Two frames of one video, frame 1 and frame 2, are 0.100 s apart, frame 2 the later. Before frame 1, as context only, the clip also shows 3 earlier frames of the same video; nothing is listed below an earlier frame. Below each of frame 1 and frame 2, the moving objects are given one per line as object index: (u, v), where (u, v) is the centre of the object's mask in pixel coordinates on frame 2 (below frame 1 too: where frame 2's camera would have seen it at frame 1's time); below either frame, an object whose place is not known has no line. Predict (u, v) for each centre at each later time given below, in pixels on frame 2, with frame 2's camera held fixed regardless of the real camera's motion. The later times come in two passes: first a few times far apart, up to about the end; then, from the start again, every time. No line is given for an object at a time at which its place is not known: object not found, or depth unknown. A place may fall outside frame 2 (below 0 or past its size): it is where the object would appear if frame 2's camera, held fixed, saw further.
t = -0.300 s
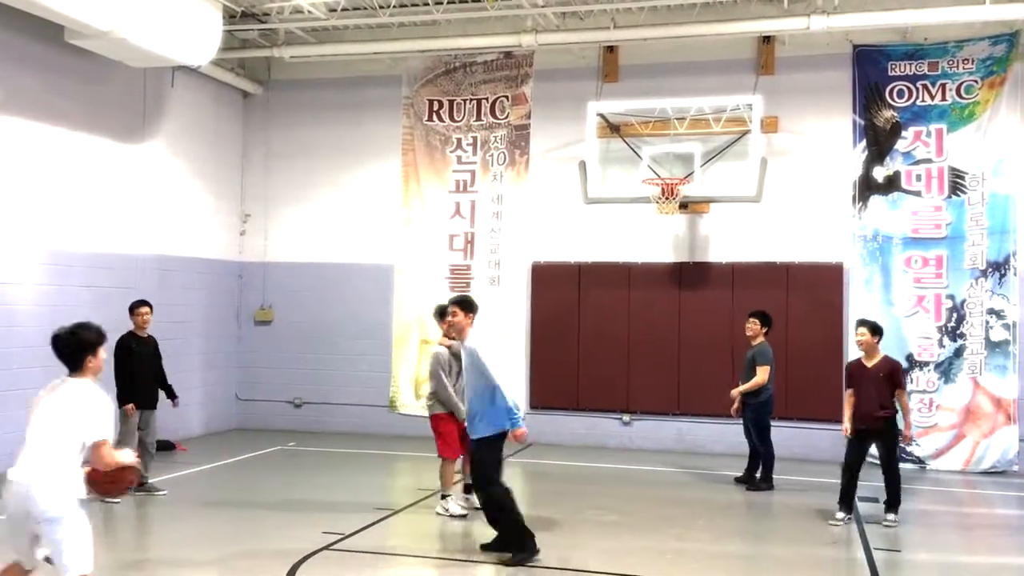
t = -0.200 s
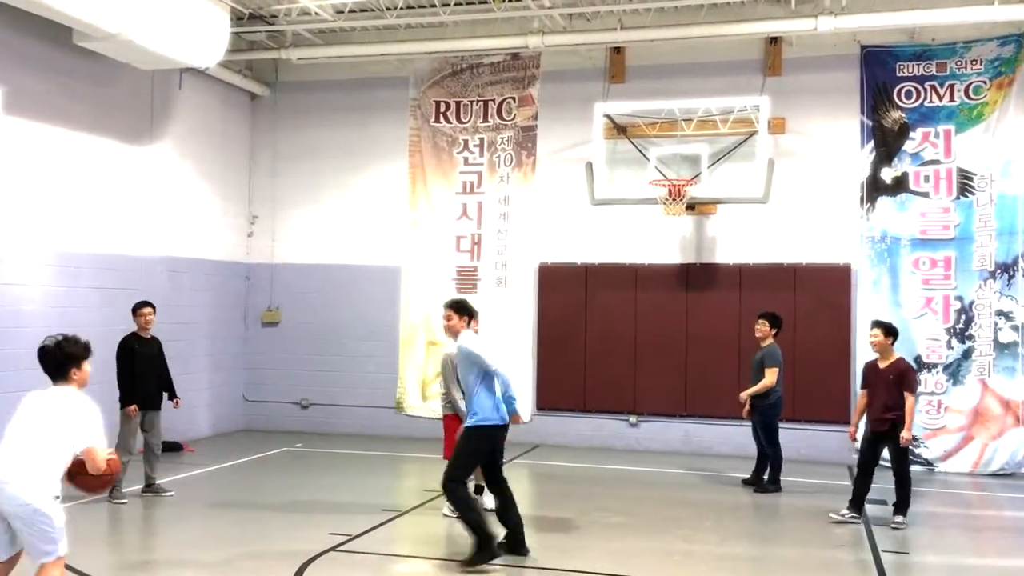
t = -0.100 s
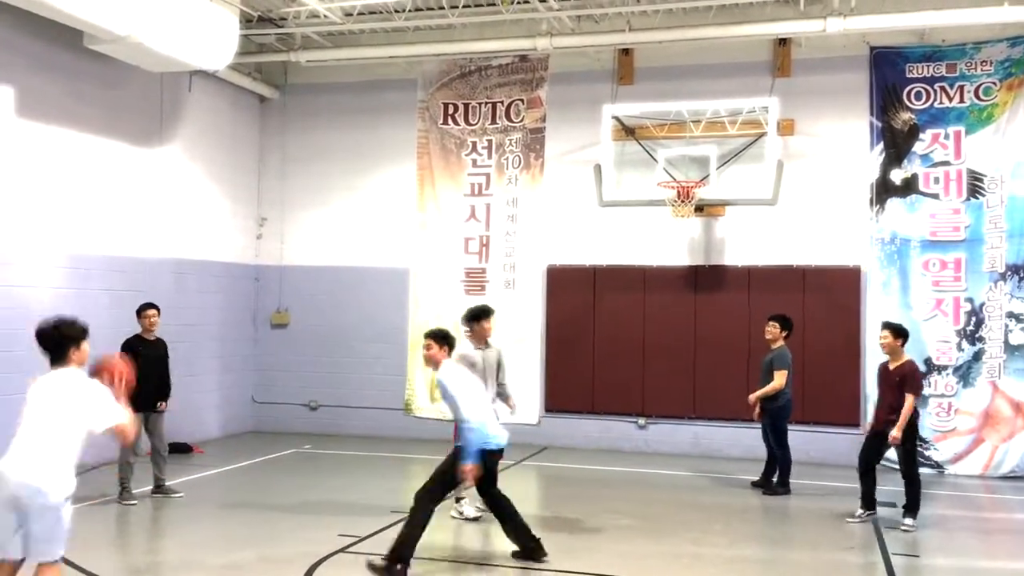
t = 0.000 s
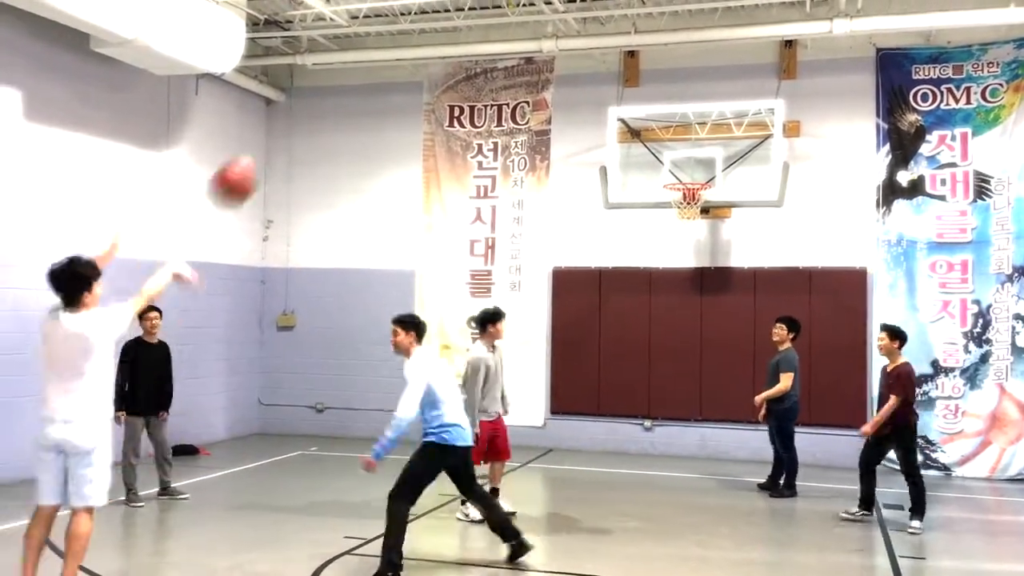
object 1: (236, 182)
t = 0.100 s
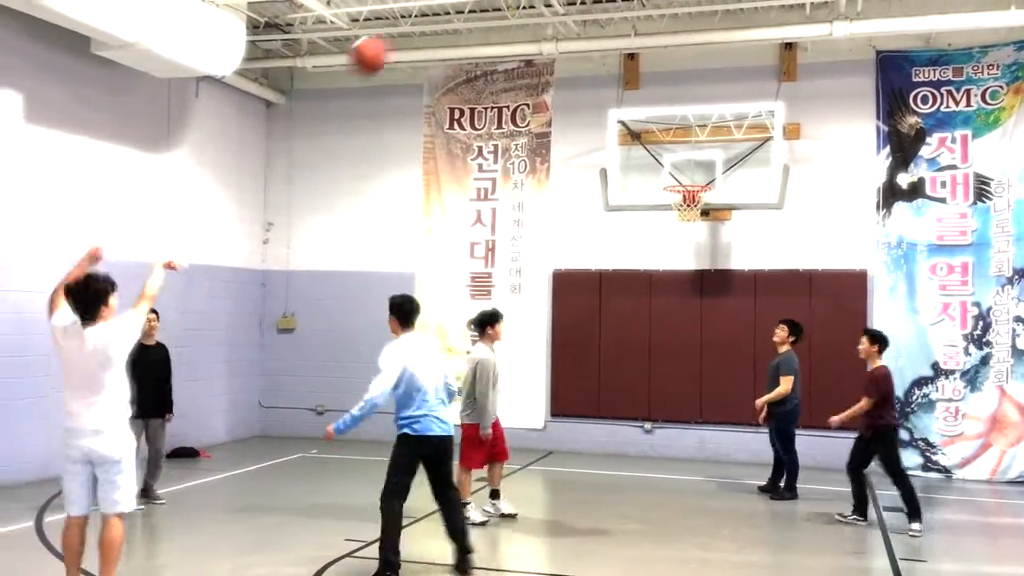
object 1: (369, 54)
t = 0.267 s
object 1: (523, 6)
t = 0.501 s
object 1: (657, 133)
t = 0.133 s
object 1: (405, 32)
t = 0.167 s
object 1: (437, 16)
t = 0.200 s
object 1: (468, 9)
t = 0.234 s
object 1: (497, 7)
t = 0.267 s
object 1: (523, 6)
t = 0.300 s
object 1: (546, 14)
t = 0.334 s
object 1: (569, 25)
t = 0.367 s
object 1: (589, 41)
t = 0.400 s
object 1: (608, 59)
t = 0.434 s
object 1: (623, 82)
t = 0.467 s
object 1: (643, 104)
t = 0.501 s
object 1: (657, 133)
